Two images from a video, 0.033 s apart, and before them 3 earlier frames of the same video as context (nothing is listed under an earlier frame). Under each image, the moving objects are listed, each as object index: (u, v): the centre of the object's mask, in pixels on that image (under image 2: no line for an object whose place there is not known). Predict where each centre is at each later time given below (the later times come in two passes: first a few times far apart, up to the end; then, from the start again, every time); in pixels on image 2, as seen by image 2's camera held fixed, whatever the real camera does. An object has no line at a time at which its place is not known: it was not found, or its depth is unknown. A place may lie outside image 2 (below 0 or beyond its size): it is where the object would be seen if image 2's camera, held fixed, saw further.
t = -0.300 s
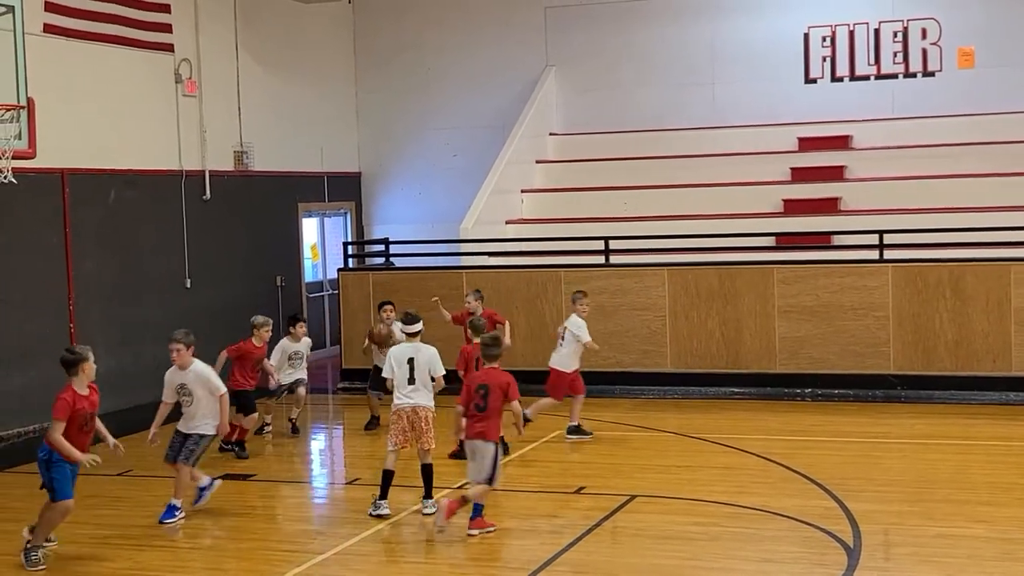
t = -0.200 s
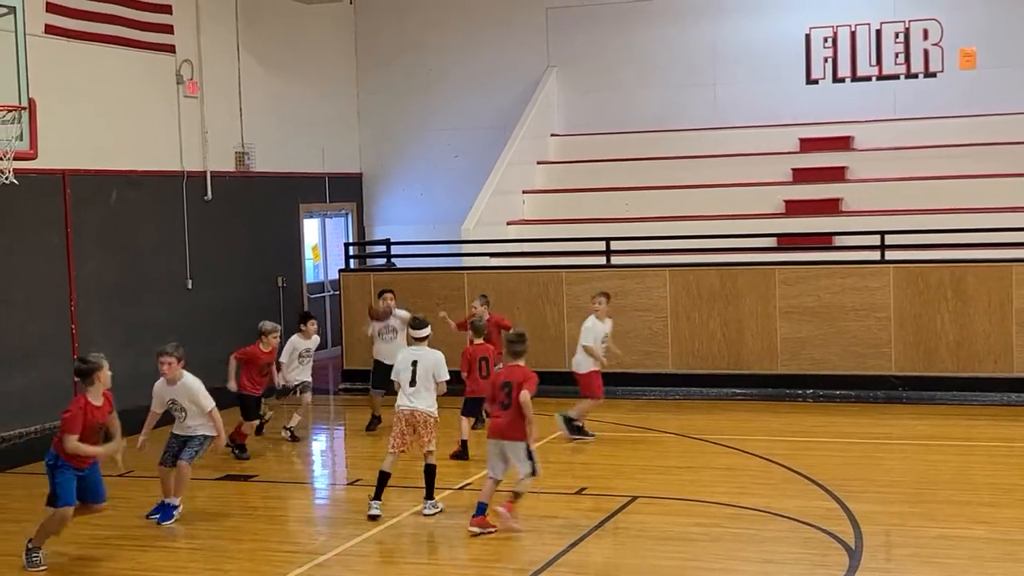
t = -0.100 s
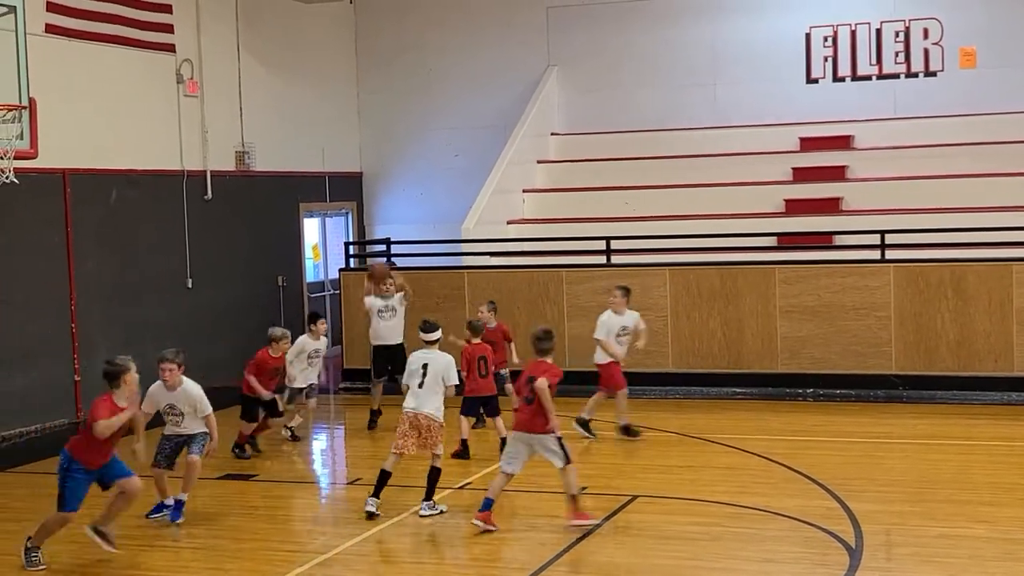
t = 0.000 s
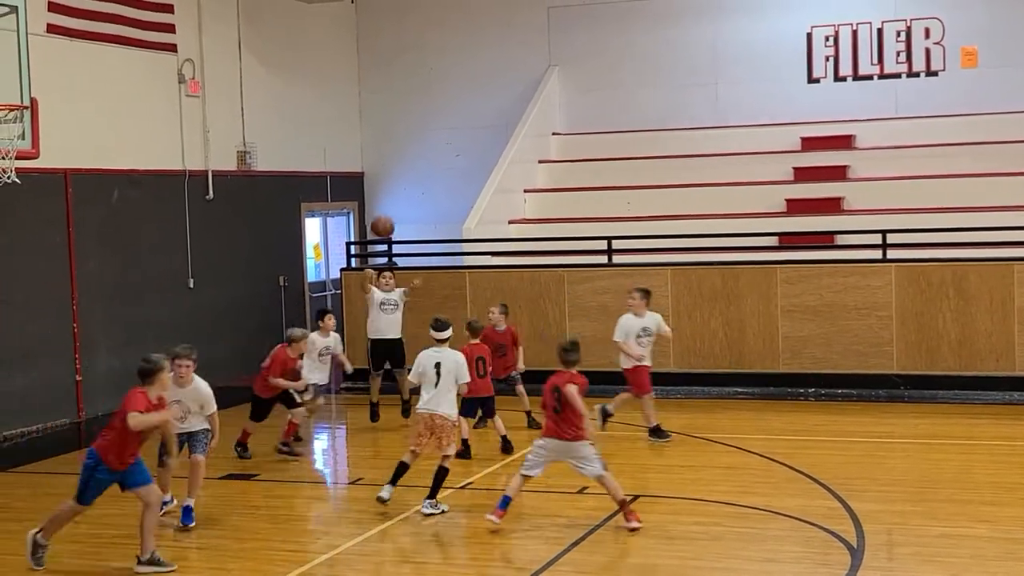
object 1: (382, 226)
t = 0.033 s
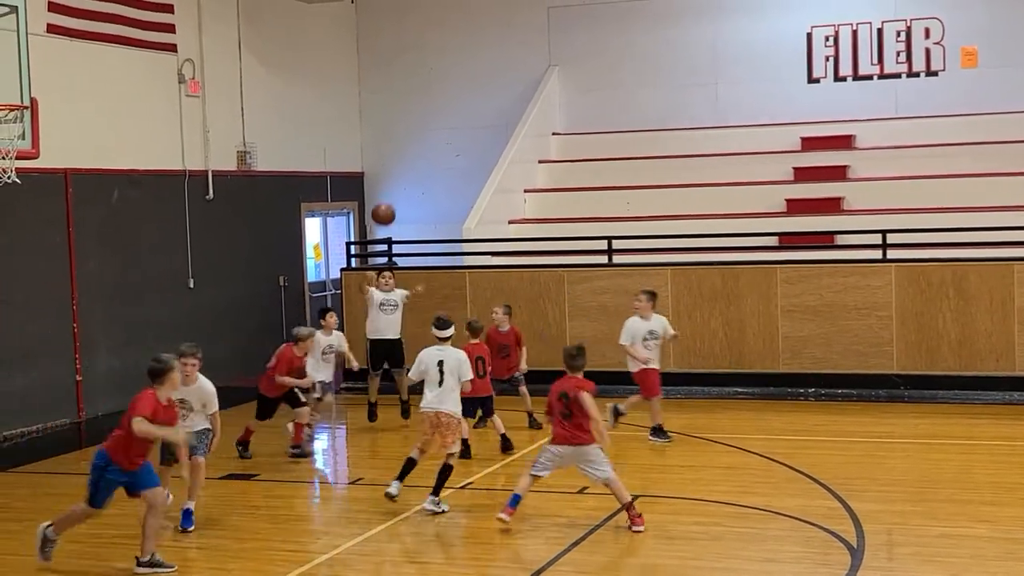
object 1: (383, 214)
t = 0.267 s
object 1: (391, 151)
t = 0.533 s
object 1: (404, 148)
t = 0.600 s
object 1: (408, 161)
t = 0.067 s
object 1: (384, 202)
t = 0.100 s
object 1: (385, 191)
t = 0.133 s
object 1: (386, 181)
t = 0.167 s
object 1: (387, 172)
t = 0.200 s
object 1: (388, 164)
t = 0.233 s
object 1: (390, 157)
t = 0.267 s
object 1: (391, 151)
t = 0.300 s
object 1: (392, 147)
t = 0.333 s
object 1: (394, 143)
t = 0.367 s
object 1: (395, 141)
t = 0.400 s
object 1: (396, 140)
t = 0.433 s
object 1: (398, 140)
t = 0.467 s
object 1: (400, 141)
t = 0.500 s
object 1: (402, 144)
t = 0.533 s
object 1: (404, 148)
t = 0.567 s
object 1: (406, 153)
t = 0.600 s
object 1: (408, 161)
